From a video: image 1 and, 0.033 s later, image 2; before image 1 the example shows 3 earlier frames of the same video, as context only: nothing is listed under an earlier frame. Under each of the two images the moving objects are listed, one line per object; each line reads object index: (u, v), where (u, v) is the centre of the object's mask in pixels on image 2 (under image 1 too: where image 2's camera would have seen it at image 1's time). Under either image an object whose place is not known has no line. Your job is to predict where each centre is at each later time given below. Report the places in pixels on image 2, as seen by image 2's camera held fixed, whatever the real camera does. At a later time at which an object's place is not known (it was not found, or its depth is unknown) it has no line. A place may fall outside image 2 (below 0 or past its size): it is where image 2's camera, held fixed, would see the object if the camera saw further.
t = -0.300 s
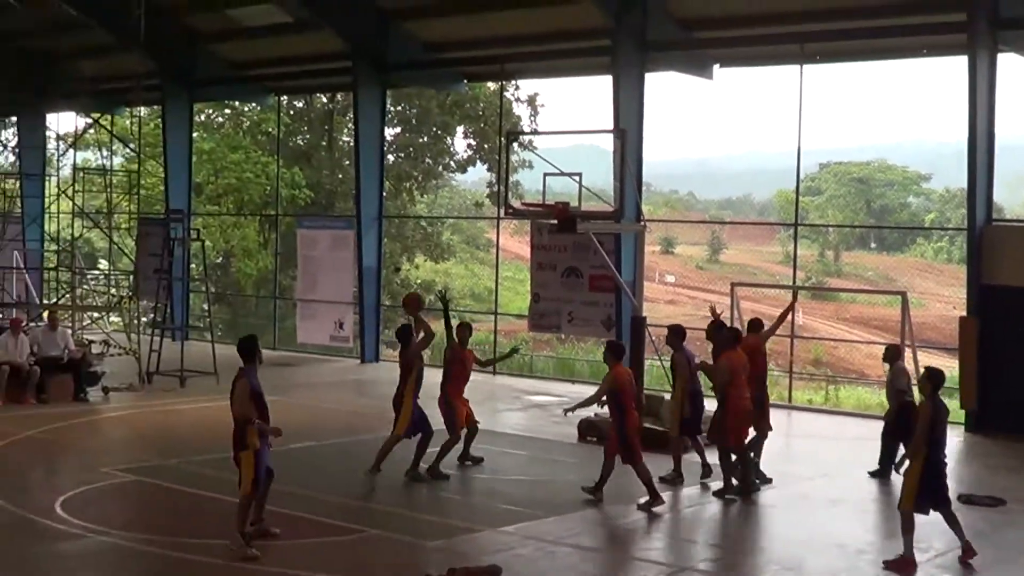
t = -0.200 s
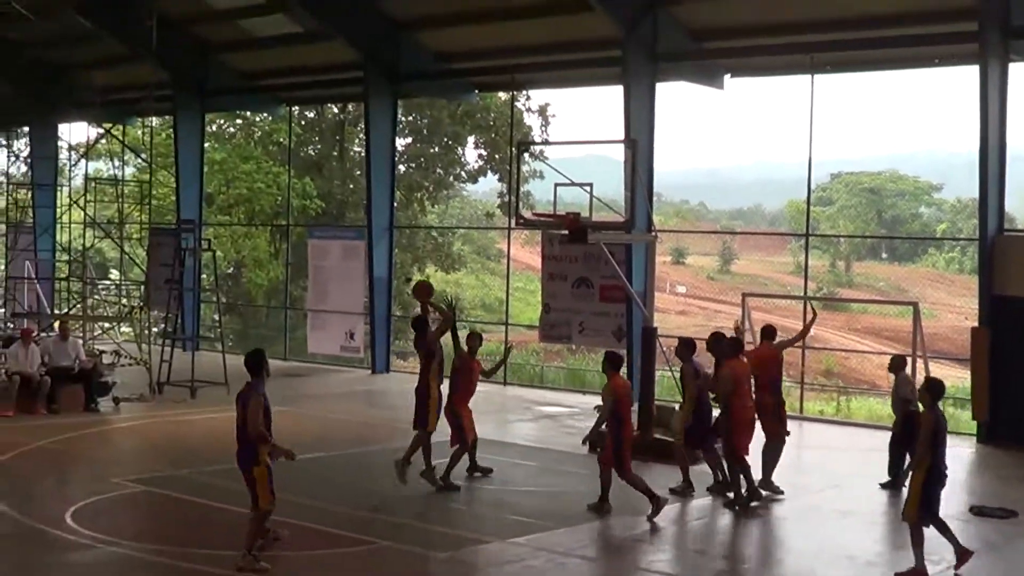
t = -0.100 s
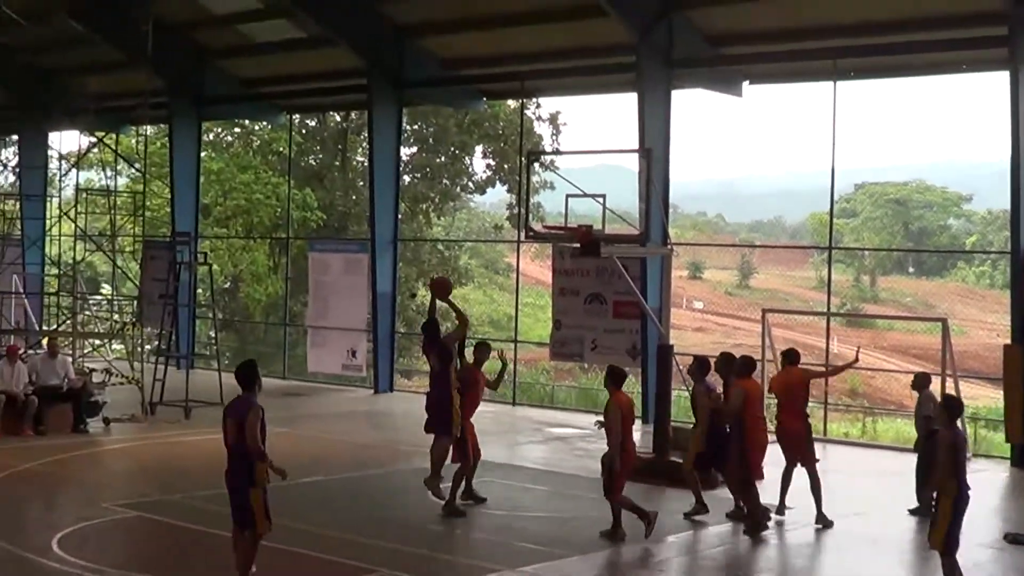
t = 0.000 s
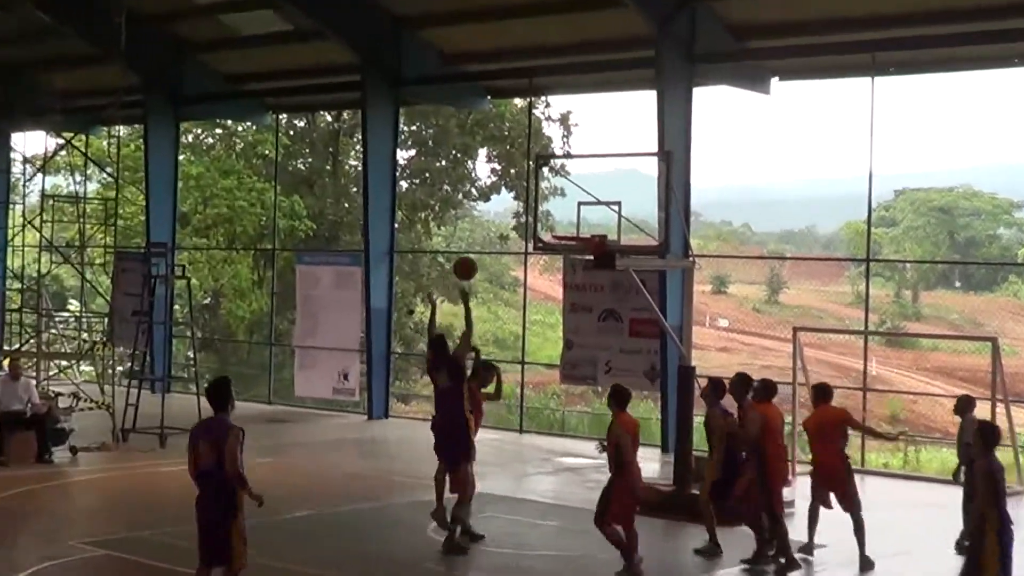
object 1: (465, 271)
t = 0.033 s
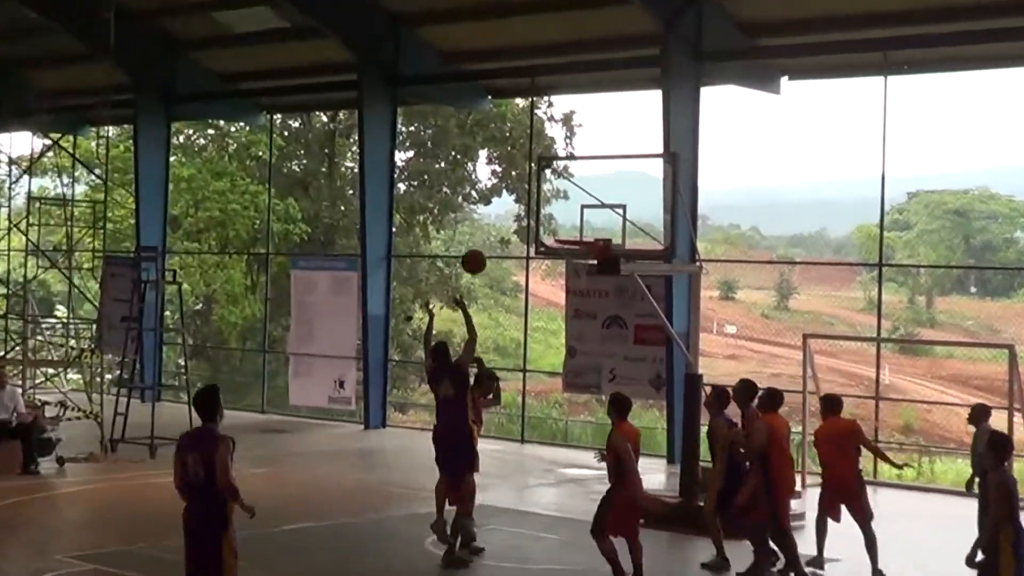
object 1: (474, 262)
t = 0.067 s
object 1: (482, 254)
